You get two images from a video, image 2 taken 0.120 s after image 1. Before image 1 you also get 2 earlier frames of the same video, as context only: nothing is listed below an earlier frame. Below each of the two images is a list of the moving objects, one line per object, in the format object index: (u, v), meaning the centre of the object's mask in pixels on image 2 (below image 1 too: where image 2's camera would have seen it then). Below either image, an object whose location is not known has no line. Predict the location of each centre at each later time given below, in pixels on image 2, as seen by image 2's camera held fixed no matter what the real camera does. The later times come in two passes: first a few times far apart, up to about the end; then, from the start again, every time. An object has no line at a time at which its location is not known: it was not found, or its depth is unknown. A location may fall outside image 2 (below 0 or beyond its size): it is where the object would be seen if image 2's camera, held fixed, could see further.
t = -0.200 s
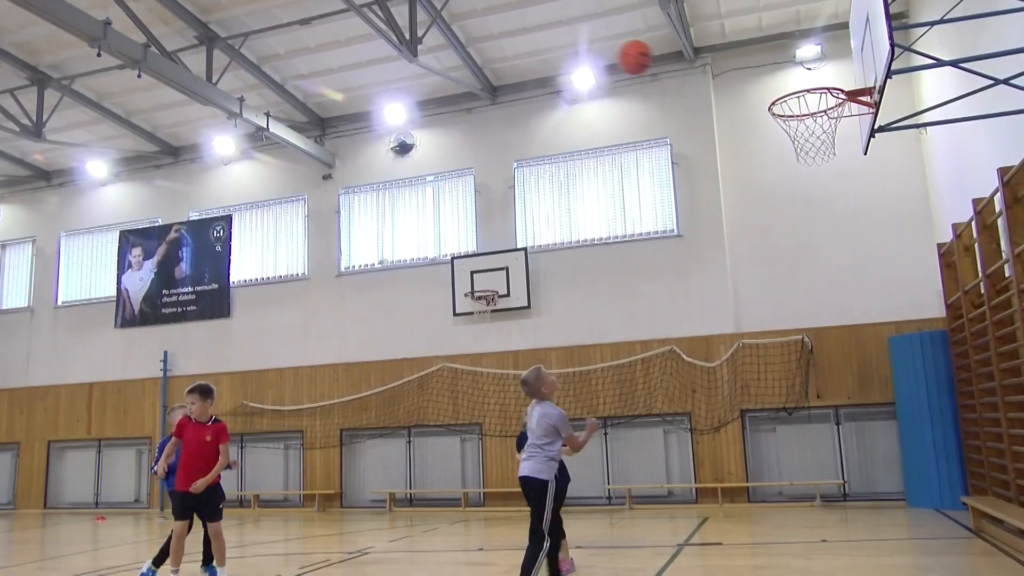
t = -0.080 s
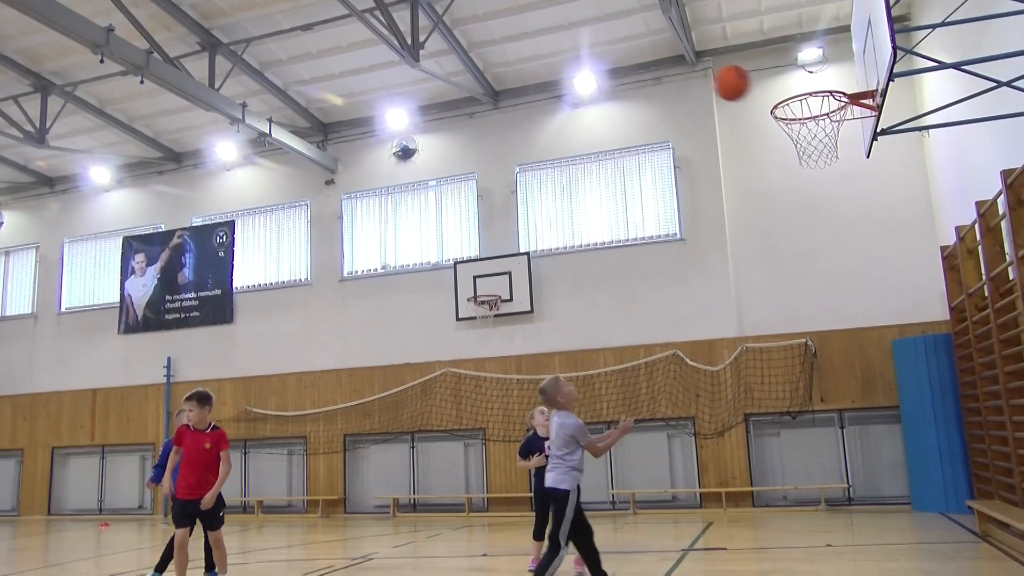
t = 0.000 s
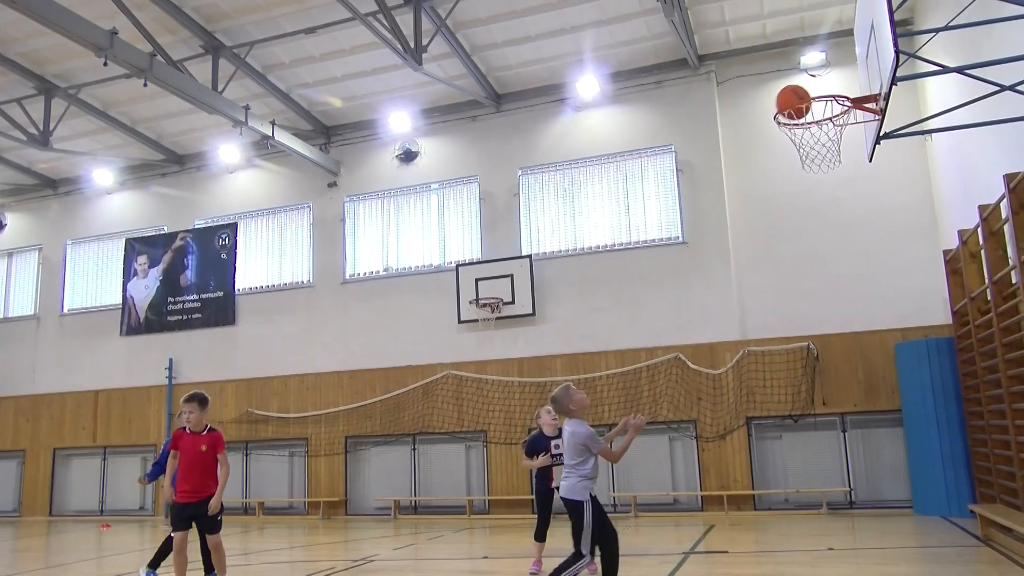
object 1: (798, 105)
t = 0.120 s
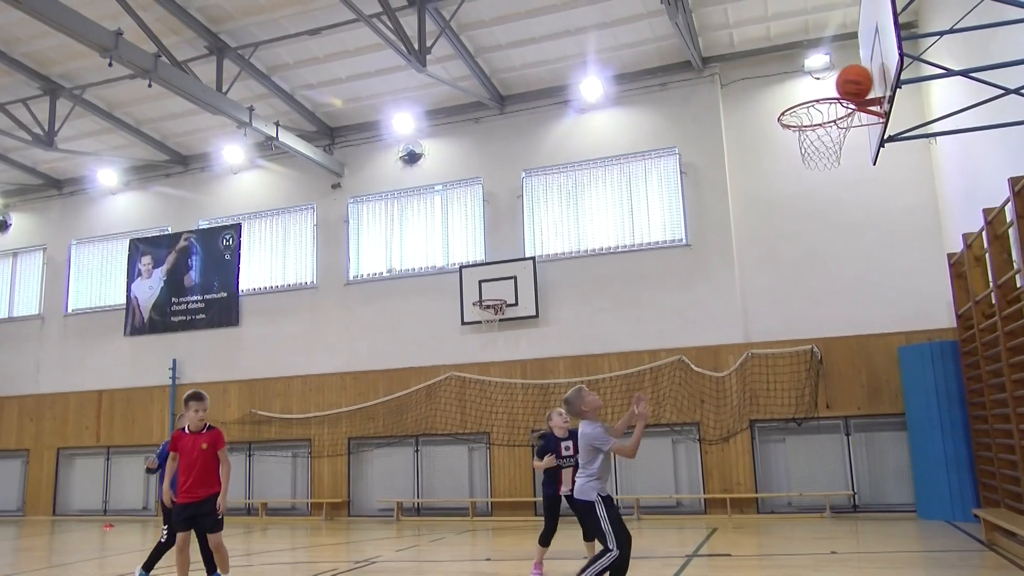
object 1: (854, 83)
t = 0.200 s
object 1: (834, 80)
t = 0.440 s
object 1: (751, 87)
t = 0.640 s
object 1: (702, 110)
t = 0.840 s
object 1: (658, 192)
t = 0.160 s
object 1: (851, 81)
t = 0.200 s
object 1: (834, 80)
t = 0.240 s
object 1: (817, 83)
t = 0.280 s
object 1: (800, 86)
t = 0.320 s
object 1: (783, 93)
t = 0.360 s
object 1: (772, 94)
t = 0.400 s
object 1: (761, 90)
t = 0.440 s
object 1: (751, 87)
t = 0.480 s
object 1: (741, 87)
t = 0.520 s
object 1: (731, 89)
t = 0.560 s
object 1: (721, 94)
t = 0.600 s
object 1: (711, 100)
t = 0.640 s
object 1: (702, 110)
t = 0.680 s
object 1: (692, 121)
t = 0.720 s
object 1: (685, 135)
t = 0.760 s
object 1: (676, 151)
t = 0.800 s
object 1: (667, 170)
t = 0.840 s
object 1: (658, 192)
